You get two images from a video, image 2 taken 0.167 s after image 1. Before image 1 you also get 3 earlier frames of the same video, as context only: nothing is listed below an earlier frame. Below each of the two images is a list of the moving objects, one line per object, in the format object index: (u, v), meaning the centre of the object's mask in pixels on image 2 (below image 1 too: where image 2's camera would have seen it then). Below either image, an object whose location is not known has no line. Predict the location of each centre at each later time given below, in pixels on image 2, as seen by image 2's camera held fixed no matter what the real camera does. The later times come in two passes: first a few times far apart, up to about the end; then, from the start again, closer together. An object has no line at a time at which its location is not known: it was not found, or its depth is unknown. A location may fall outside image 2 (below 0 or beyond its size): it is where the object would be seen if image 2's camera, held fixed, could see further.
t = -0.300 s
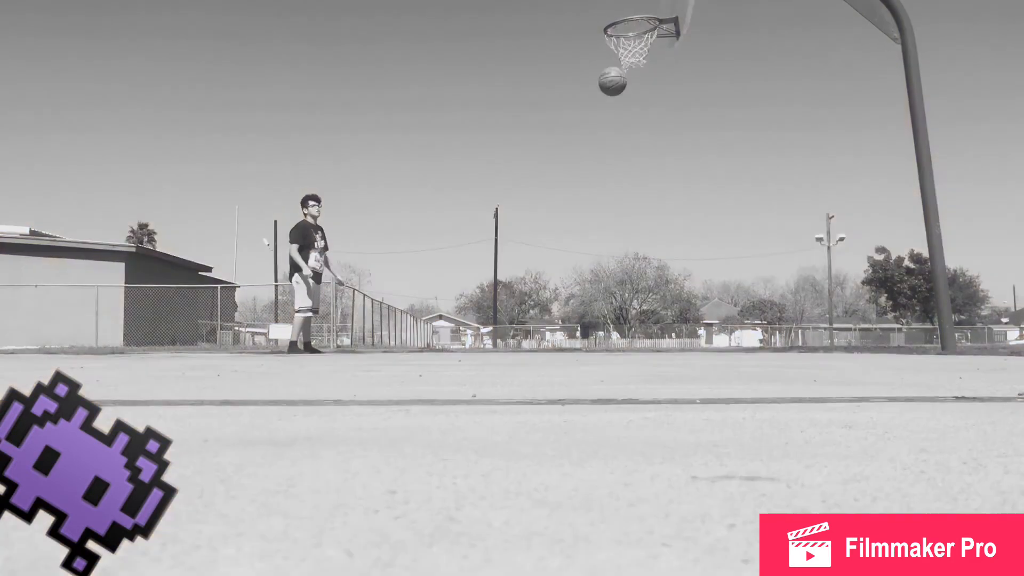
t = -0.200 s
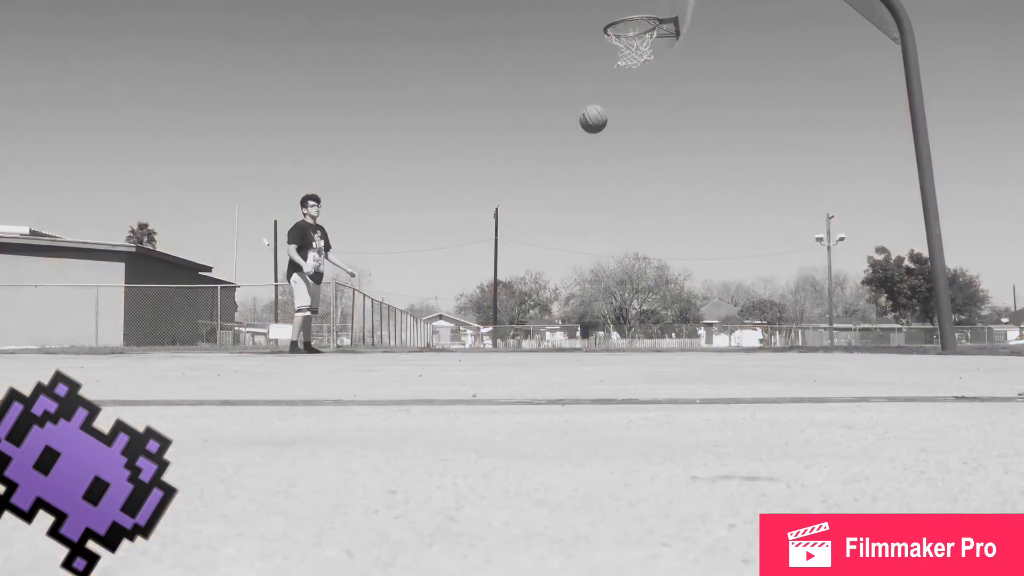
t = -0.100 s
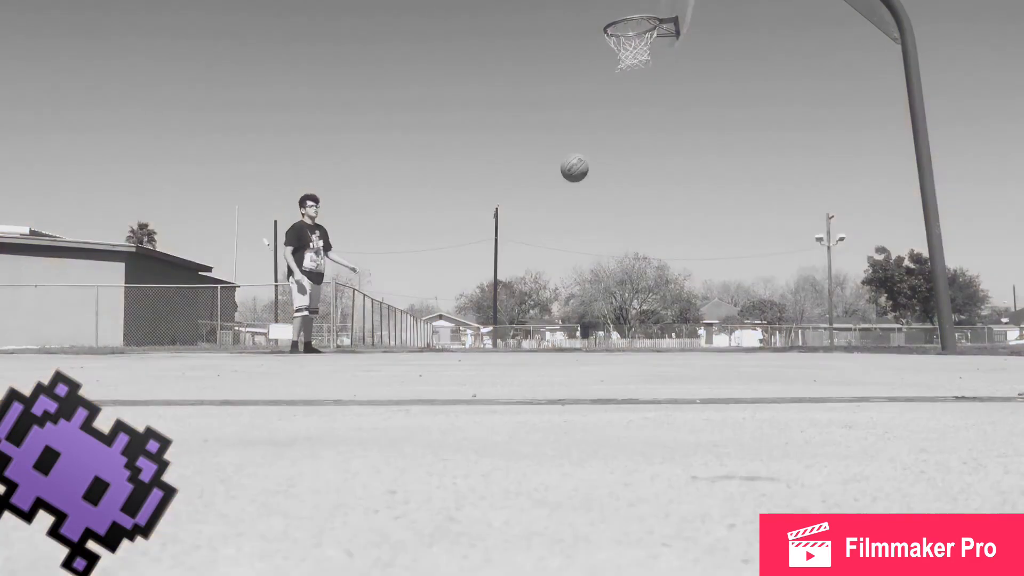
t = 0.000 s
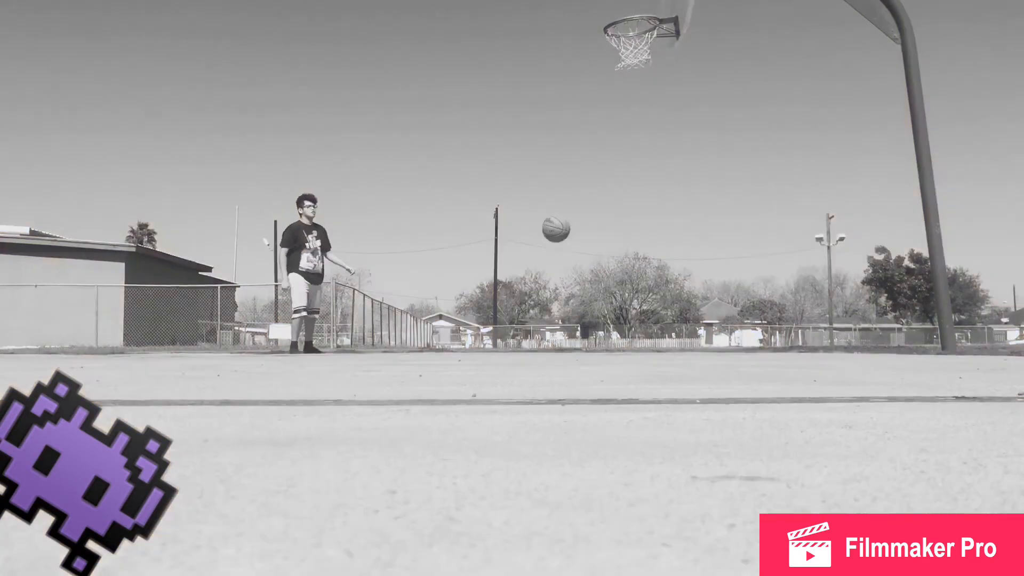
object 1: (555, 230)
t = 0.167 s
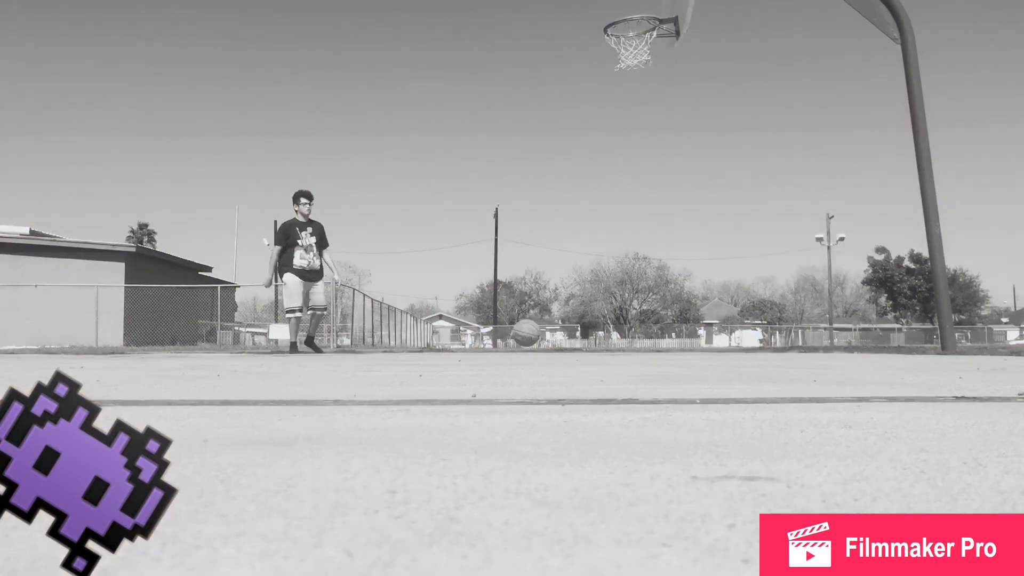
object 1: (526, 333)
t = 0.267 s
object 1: (507, 275)
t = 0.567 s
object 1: (450, 167)
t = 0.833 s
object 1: (402, 156)
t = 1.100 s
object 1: (358, 221)
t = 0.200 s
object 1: (519, 312)
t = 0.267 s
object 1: (507, 275)
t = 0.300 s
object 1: (500, 257)
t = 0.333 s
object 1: (493, 242)
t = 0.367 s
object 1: (487, 227)
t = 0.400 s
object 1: (481, 214)
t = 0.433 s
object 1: (474, 202)
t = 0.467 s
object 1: (468, 191)
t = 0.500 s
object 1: (462, 182)
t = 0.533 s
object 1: (456, 174)
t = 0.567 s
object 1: (450, 167)
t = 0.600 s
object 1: (444, 161)
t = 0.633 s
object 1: (438, 157)
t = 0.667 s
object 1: (432, 154)
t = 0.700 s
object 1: (426, 152)
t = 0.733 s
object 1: (420, 151)
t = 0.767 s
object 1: (414, 151)
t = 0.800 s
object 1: (408, 153)
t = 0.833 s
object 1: (402, 156)
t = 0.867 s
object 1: (397, 160)
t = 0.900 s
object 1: (391, 165)
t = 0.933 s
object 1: (385, 172)
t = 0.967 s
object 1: (379, 179)
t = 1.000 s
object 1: (374, 188)
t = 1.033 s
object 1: (368, 197)
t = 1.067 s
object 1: (363, 208)
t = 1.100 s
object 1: (358, 221)
